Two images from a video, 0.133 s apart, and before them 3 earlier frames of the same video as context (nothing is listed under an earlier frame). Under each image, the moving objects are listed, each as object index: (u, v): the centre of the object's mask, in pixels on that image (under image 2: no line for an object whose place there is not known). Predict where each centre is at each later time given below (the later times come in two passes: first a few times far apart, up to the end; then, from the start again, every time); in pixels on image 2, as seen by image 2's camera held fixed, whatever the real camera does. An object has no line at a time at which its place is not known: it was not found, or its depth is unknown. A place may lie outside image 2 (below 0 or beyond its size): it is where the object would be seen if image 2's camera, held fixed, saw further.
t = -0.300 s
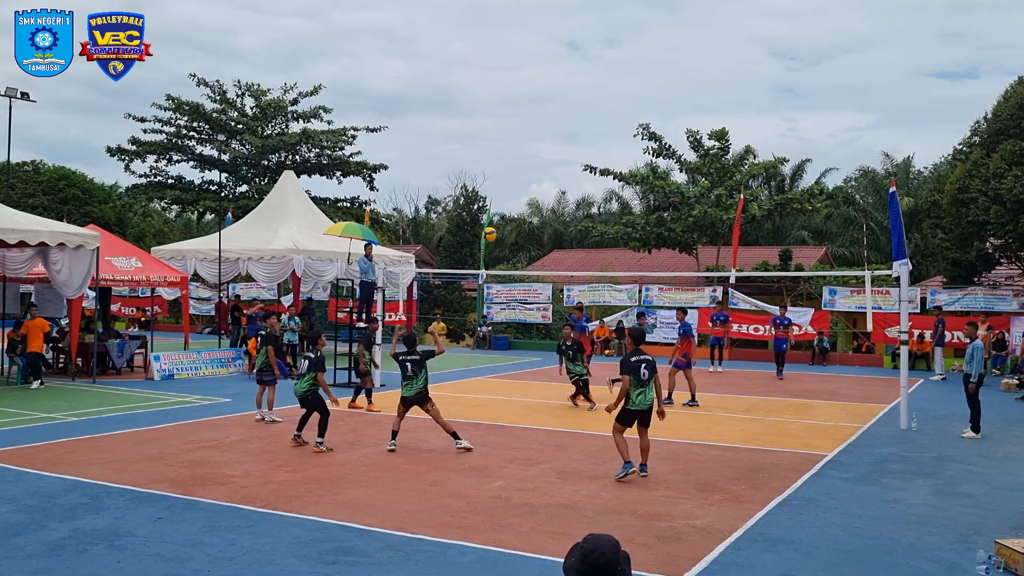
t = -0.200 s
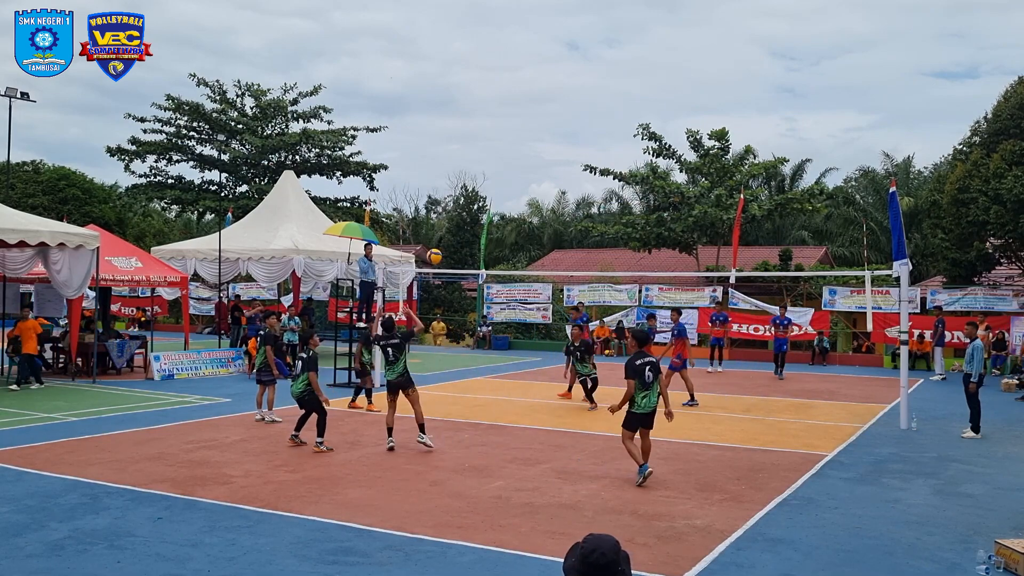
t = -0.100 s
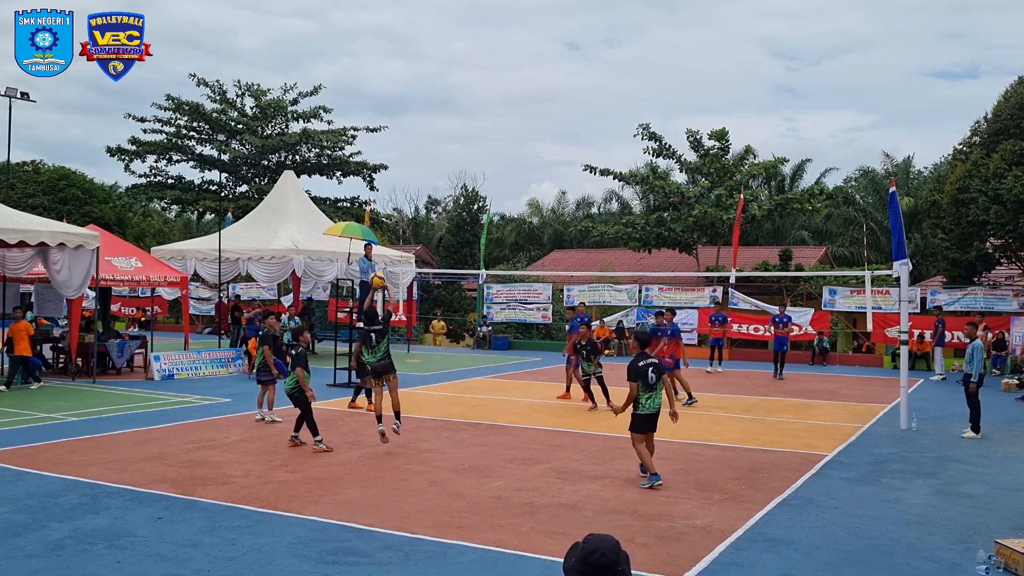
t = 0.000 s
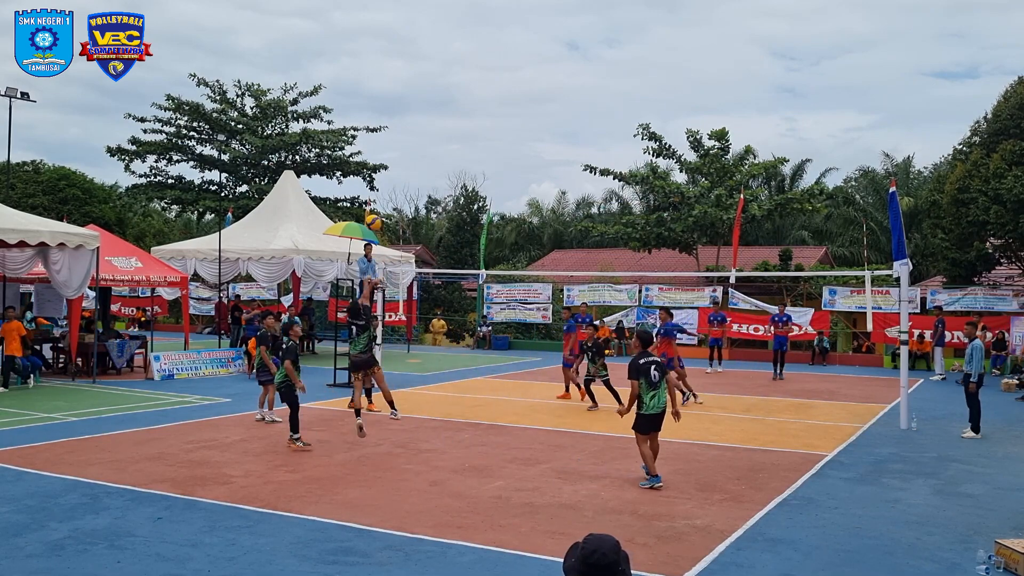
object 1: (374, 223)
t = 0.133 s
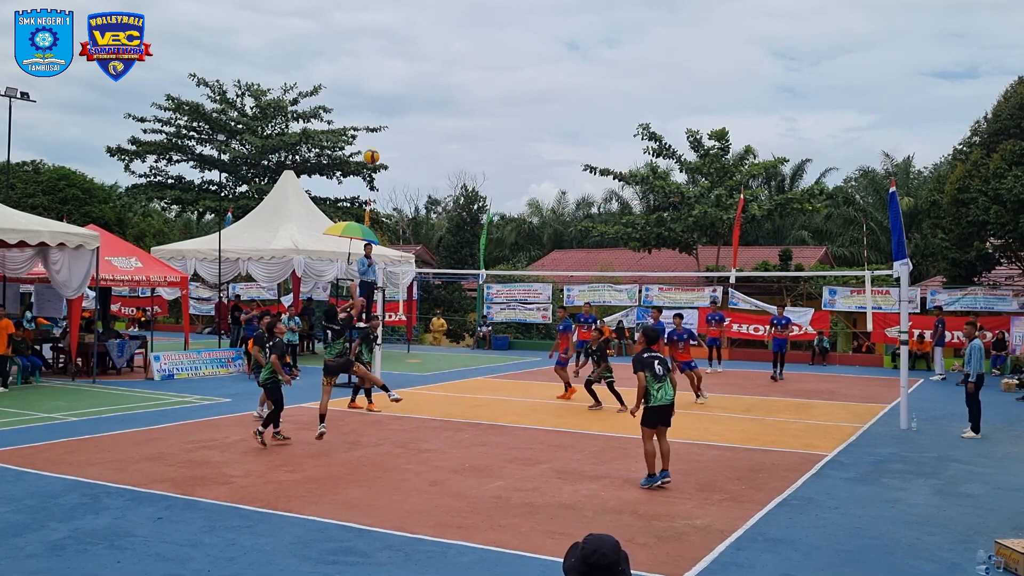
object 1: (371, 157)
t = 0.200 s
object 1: (370, 129)
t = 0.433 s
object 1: (367, 61)
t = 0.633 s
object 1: (365, 35)
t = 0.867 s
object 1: (362, 42)
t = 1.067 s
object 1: (359, 78)
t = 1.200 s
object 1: (356, 118)
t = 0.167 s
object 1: (371, 142)
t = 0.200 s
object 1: (370, 129)
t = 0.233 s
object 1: (370, 117)
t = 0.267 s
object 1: (370, 105)
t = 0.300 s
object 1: (369, 94)
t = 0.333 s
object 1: (369, 85)
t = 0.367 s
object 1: (368, 76)
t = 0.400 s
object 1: (368, 68)
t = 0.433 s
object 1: (367, 61)
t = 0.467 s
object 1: (367, 54)
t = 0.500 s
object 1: (367, 49)
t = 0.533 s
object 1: (366, 44)
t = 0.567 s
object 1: (366, 40)
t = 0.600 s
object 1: (366, 37)
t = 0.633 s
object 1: (365, 35)
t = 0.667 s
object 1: (365, 34)
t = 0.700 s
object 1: (365, 33)
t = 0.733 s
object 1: (364, 33)
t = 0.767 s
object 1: (364, 34)
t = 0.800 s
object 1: (363, 36)
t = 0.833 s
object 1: (362, 39)
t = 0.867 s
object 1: (362, 42)
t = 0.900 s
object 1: (361, 46)
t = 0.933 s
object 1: (361, 51)
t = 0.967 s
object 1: (360, 56)
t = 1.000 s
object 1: (360, 63)
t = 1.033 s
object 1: (359, 70)
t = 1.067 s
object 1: (359, 78)
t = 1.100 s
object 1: (358, 87)
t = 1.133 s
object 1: (358, 96)
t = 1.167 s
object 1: (357, 107)
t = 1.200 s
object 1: (356, 118)
